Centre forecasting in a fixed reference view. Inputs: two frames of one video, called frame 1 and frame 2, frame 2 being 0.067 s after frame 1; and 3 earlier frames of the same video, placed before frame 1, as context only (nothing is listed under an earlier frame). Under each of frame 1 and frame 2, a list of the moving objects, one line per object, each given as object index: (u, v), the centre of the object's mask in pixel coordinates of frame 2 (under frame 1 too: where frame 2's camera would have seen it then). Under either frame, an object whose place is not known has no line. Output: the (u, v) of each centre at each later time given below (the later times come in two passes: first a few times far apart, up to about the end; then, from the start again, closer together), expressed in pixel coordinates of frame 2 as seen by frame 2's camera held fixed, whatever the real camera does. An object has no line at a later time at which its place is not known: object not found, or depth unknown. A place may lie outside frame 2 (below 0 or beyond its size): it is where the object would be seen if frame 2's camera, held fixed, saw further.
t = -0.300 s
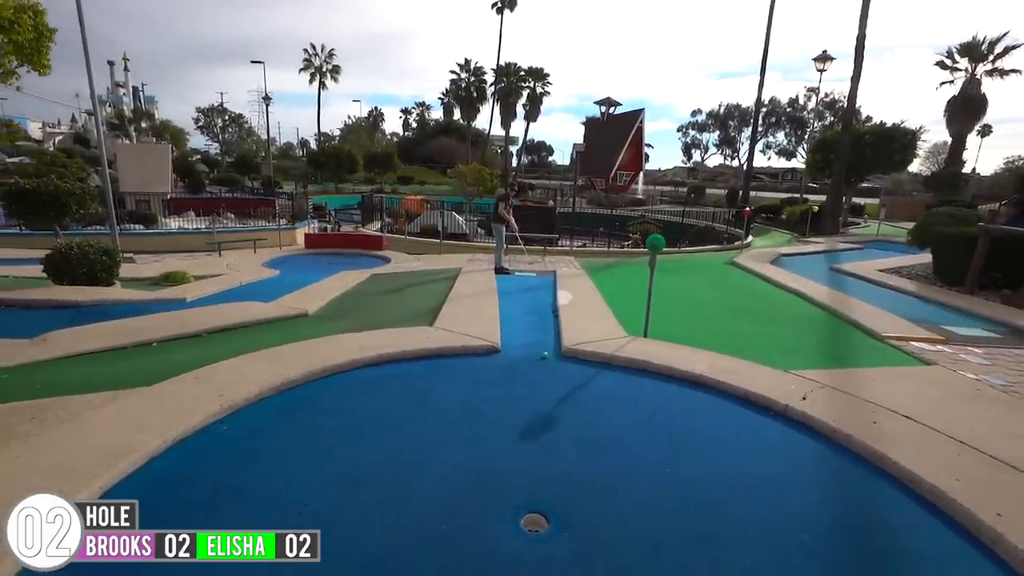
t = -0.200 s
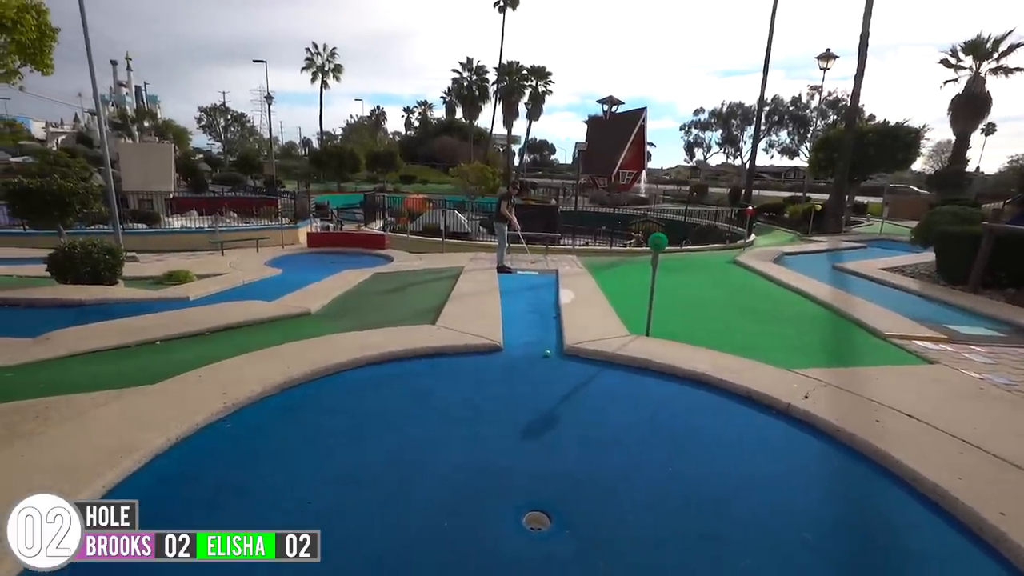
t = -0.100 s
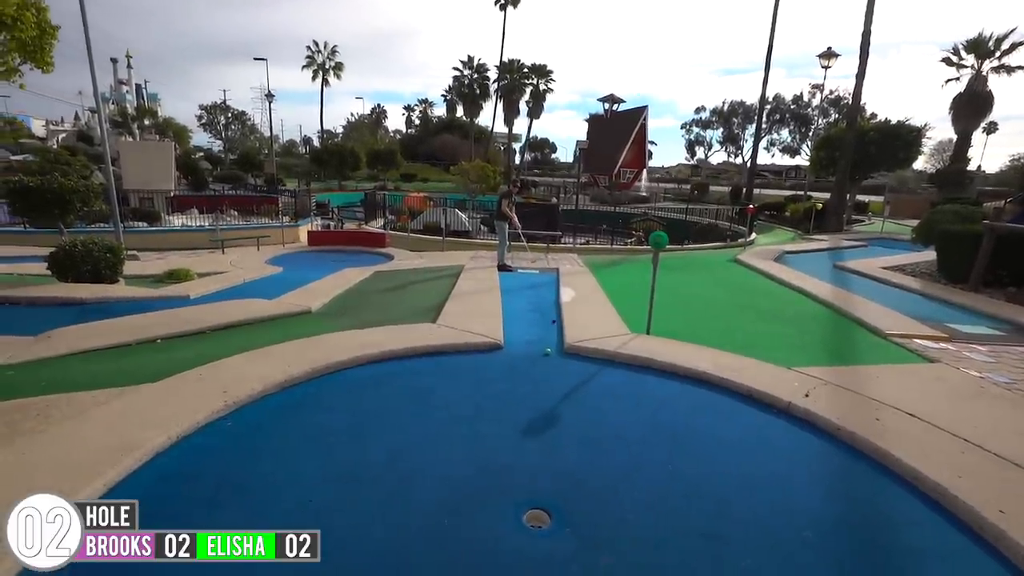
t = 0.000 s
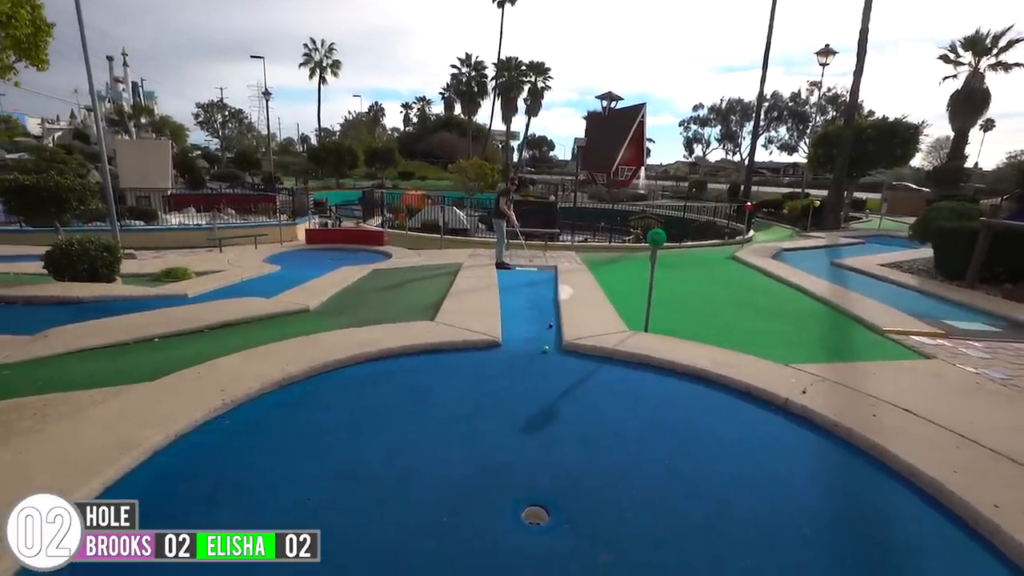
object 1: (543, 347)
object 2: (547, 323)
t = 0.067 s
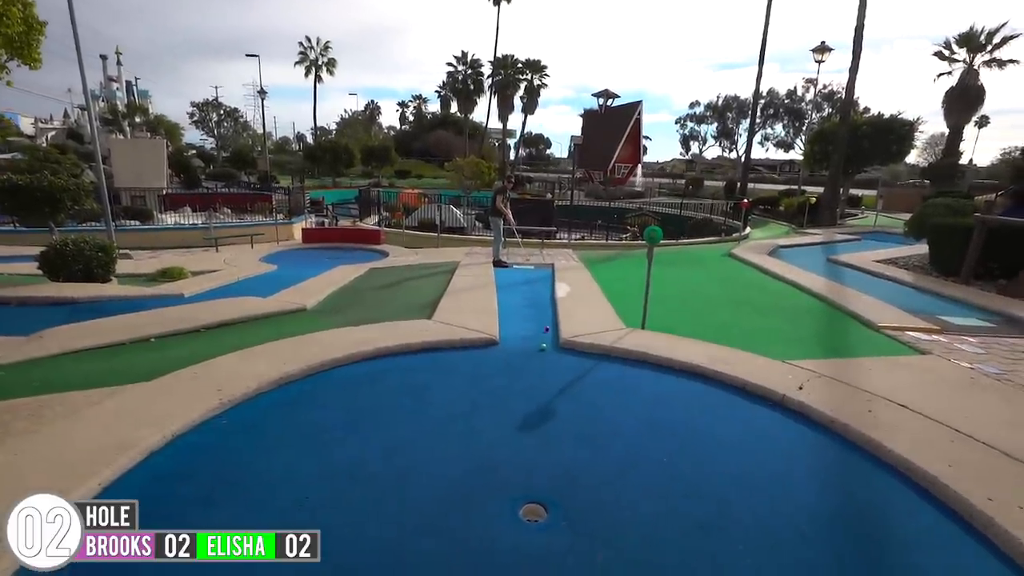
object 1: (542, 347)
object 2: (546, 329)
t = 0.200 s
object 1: (543, 348)
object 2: (544, 341)
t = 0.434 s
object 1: (539, 367)
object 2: (542, 348)
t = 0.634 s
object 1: (540, 385)
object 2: (541, 355)
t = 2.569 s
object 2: (546, 428)
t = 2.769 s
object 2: (545, 434)
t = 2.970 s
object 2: (544, 438)
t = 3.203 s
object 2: (542, 445)
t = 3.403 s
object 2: (541, 452)
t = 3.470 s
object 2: (540, 454)
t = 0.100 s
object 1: (543, 347)
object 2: (546, 333)
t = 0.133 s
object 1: (543, 347)
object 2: (545, 336)
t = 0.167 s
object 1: (543, 347)
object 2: (544, 339)
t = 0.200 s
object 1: (543, 348)
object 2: (544, 341)
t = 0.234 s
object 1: (543, 347)
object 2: (543, 343)
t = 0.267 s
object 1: (542, 351)
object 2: (544, 344)
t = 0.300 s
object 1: (542, 354)
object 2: (543, 346)
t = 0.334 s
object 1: (541, 357)
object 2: (543, 347)
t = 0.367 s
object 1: (540, 362)
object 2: (543, 347)
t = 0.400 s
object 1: (540, 365)
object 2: (542, 347)
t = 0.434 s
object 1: (539, 367)
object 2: (542, 348)
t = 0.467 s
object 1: (540, 371)
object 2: (542, 350)
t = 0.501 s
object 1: (540, 373)
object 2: (542, 350)
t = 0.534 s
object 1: (540, 376)
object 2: (542, 351)
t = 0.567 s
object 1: (540, 379)
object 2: (542, 352)
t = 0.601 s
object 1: (540, 382)
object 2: (541, 353)
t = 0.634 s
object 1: (540, 385)
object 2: (541, 355)
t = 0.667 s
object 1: (540, 388)
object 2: (542, 356)
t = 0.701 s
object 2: (541, 357)
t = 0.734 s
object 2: (541, 358)
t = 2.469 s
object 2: (546, 425)
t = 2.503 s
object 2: (547, 426)
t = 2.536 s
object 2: (546, 427)
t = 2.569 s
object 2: (546, 428)
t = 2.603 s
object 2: (546, 429)
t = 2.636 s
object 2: (546, 430)
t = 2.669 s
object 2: (546, 431)
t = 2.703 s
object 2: (546, 432)
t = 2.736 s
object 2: (545, 433)
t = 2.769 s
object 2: (545, 434)
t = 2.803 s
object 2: (545, 435)
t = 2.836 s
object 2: (545, 435)
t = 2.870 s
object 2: (545, 436)
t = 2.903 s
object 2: (545, 437)
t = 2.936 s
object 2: (544, 438)
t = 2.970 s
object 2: (544, 438)
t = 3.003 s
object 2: (543, 439)
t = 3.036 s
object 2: (543, 441)
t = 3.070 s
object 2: (542, 441)
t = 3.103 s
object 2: (542, 443)
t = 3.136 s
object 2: (542, 444)
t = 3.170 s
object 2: (542, 445)
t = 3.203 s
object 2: (542, 445)
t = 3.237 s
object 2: (542, 446)
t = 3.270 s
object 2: (542, 447)
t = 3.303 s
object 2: (542, 447)
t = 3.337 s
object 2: (542, 449)
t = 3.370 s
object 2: (541, 451)
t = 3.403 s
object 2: (541, 452)
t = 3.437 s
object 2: (541, 454)
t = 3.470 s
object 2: (540, 454)
